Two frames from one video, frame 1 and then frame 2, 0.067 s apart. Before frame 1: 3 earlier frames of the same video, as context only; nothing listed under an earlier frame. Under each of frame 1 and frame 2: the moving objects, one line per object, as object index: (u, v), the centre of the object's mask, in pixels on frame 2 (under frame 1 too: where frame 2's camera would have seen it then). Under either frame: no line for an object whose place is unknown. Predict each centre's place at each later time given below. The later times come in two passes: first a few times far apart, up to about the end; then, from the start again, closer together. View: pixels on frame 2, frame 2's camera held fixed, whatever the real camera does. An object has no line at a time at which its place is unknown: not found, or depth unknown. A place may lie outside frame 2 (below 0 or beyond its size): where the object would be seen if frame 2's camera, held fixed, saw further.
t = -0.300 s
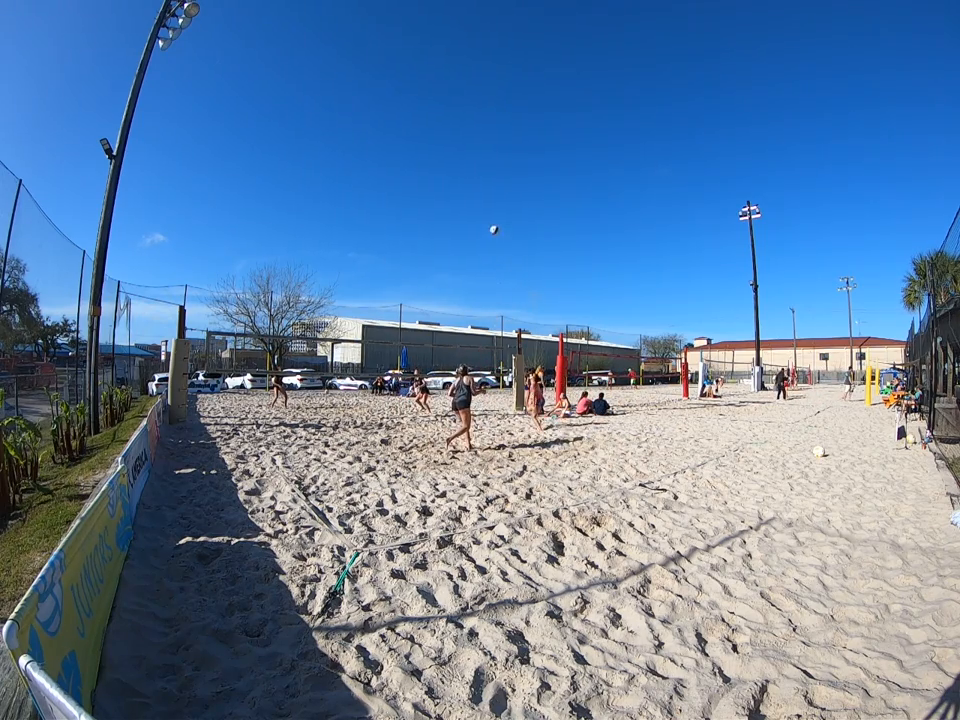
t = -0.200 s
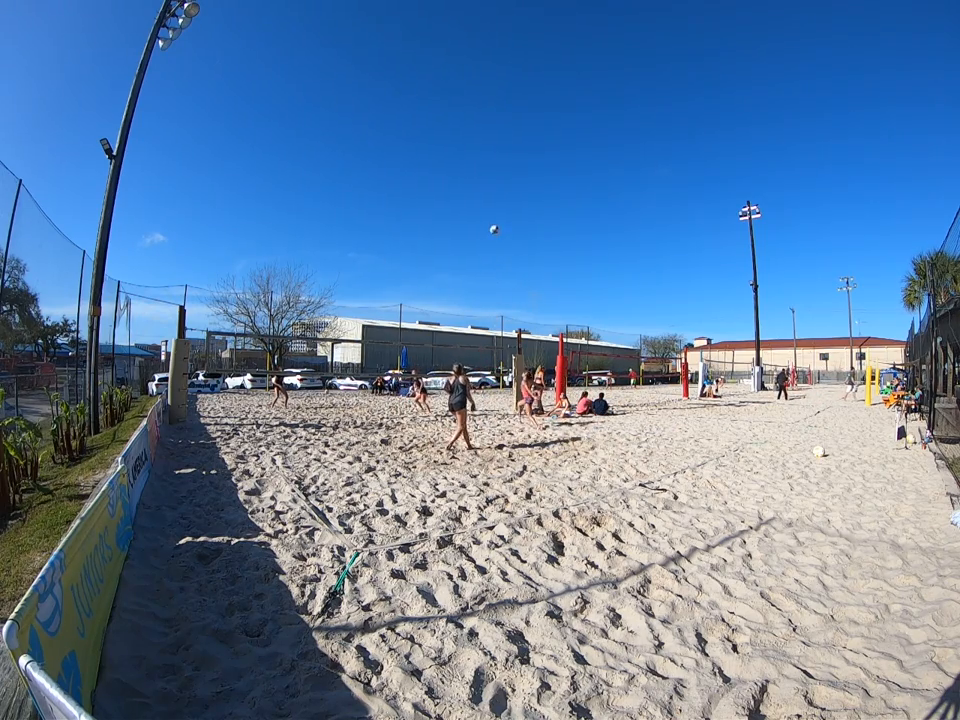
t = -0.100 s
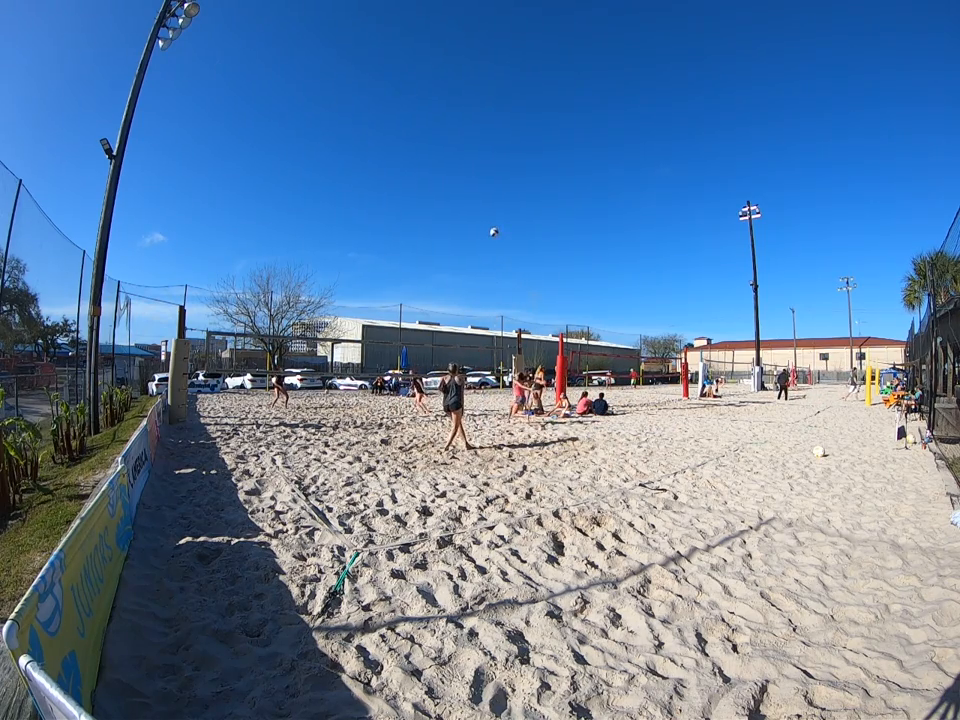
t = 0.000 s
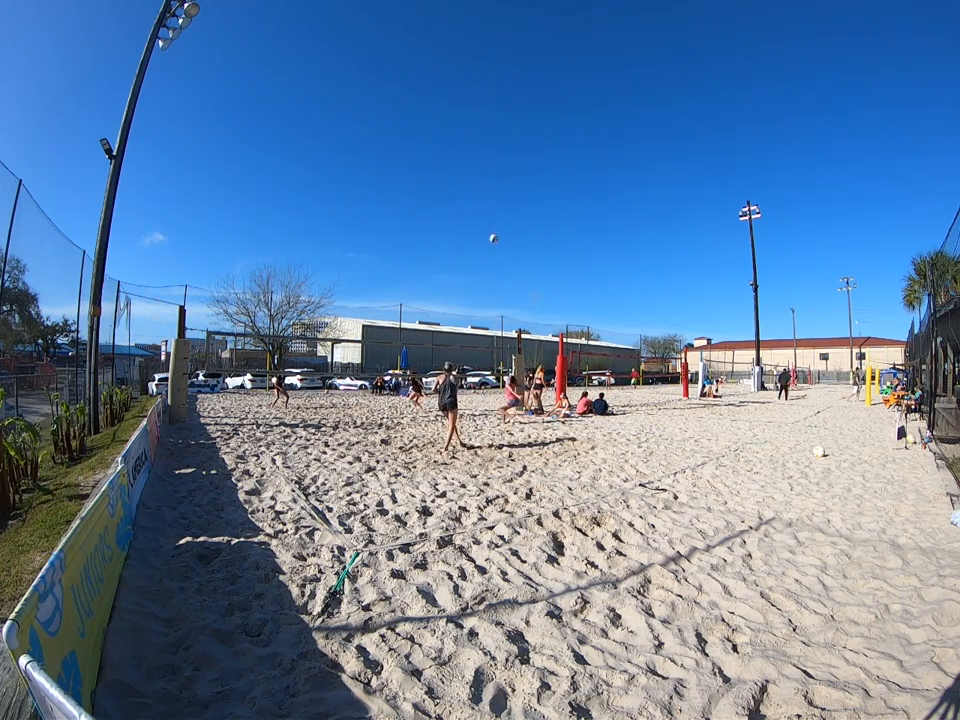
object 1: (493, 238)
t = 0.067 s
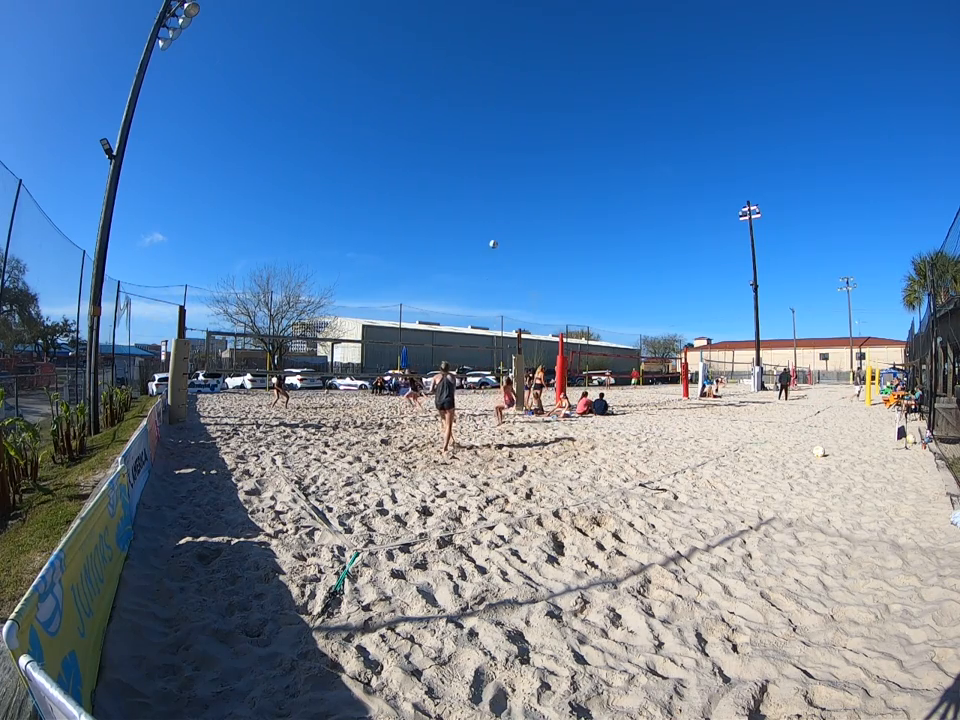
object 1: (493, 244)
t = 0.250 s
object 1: (492, 266)
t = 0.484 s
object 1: (488, 308)
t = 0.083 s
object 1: (493, 245)
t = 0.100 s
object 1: (493, 247)
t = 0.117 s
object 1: (493, 248)
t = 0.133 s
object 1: (493, 250)
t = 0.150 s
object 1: (493, 252)
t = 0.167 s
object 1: (492, 254)
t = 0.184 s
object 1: (492, 257)
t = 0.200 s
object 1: (492, 259)
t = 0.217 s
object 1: (492, 261)
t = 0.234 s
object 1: (492, 263)
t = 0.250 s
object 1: (492, 266)
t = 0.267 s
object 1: (491, 268)
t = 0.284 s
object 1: (491, 271)
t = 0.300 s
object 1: (491, 274)
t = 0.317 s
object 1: (491, 277)
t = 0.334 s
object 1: (490, 279)
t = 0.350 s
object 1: (490, 282)
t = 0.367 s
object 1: (490, 285)
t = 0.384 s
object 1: (490, 288)
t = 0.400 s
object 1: (489, 291)
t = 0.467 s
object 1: (489, 304)
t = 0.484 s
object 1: (488, 308)
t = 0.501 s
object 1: (488, 312)
